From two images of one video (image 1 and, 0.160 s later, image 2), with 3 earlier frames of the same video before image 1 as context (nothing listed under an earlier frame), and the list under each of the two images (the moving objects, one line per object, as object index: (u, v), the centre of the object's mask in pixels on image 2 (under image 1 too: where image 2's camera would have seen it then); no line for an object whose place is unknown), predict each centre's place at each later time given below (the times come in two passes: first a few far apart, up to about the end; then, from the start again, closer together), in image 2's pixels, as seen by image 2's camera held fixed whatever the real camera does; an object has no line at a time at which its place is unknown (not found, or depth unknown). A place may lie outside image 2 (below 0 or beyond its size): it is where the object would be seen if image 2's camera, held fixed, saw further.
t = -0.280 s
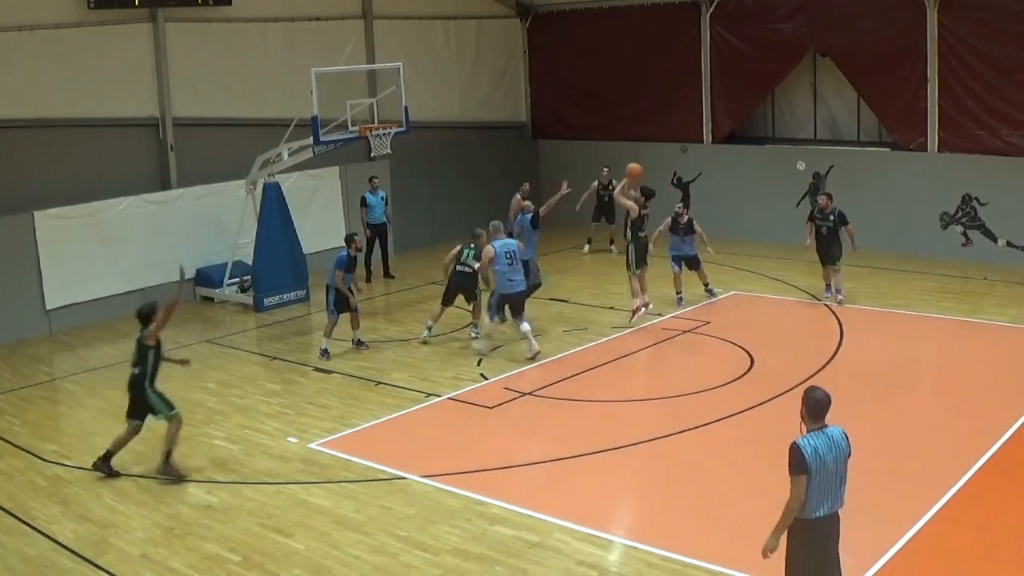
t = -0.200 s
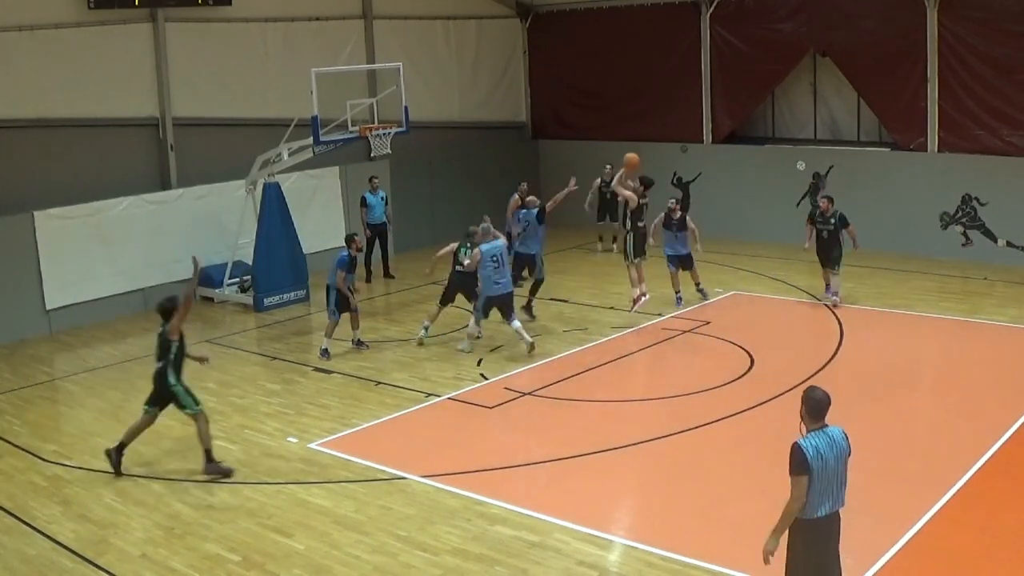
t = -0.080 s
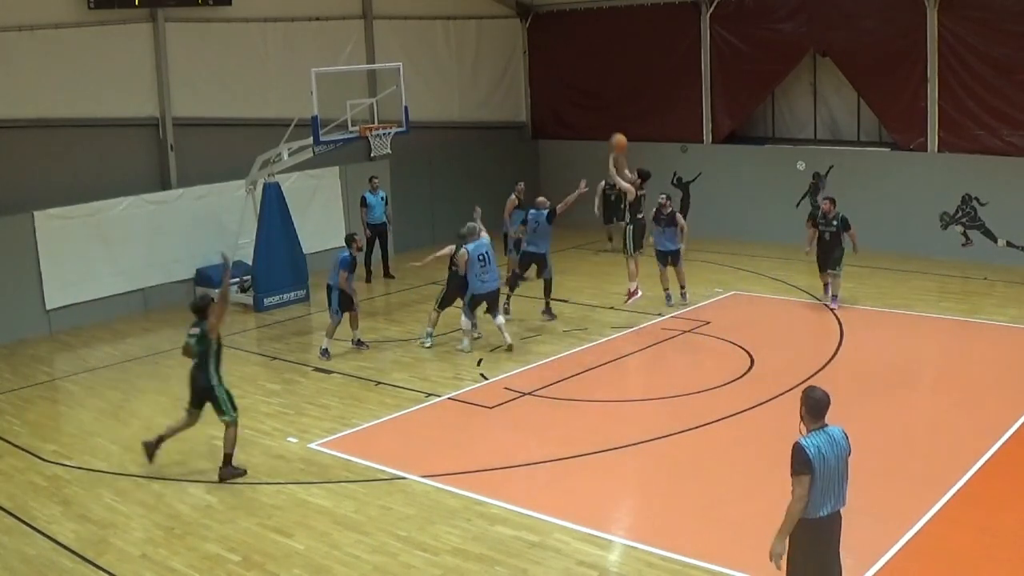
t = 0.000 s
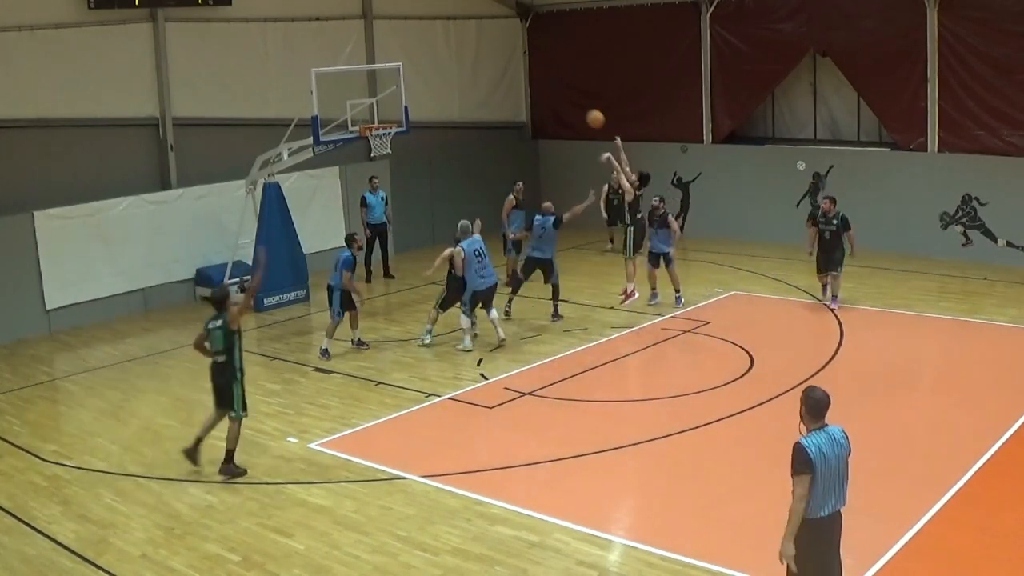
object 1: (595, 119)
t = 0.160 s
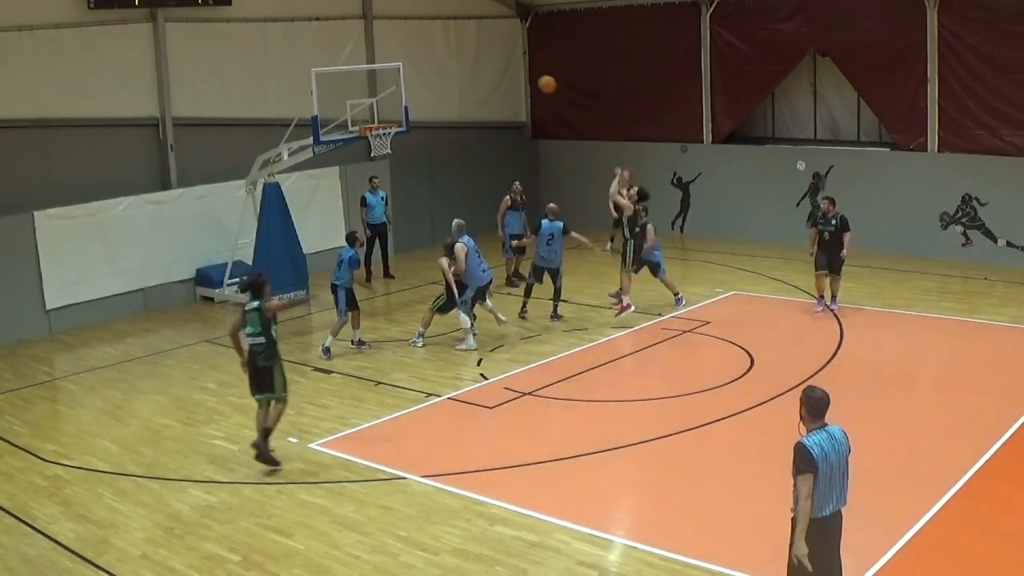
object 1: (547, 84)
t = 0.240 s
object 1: (524, 73)
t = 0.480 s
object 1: (457, 69)
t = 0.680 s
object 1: (405, 94)
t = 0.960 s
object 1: (382, 115)
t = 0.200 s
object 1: (535, 78)
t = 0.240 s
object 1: (524, 73)
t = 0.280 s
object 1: (513, 69)
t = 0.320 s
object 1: (502, 67)
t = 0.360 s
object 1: (489, 66)
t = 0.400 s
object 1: (479, 65)
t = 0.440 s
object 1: (468, 66)
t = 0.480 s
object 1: (457, 69)
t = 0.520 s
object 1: (445, 72)
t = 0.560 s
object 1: (435, 76)
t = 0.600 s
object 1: (425, 81)
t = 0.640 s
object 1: (415, 87)
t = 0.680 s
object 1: (405, 94)
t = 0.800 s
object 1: (377, 120)
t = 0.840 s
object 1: (378, 118)
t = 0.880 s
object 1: (378, 116)
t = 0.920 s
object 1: (380, 116)
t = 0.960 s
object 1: (382, 115)
